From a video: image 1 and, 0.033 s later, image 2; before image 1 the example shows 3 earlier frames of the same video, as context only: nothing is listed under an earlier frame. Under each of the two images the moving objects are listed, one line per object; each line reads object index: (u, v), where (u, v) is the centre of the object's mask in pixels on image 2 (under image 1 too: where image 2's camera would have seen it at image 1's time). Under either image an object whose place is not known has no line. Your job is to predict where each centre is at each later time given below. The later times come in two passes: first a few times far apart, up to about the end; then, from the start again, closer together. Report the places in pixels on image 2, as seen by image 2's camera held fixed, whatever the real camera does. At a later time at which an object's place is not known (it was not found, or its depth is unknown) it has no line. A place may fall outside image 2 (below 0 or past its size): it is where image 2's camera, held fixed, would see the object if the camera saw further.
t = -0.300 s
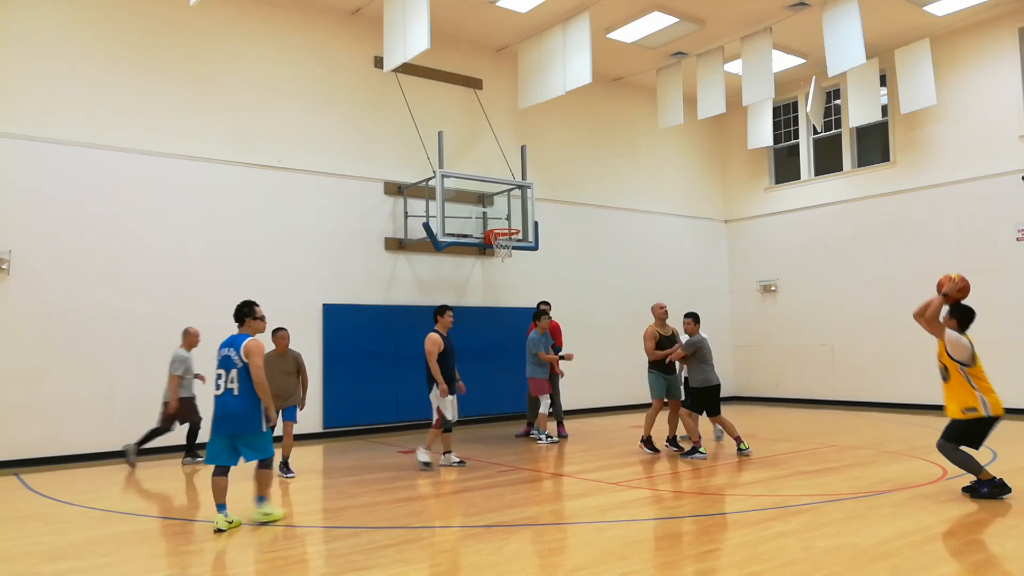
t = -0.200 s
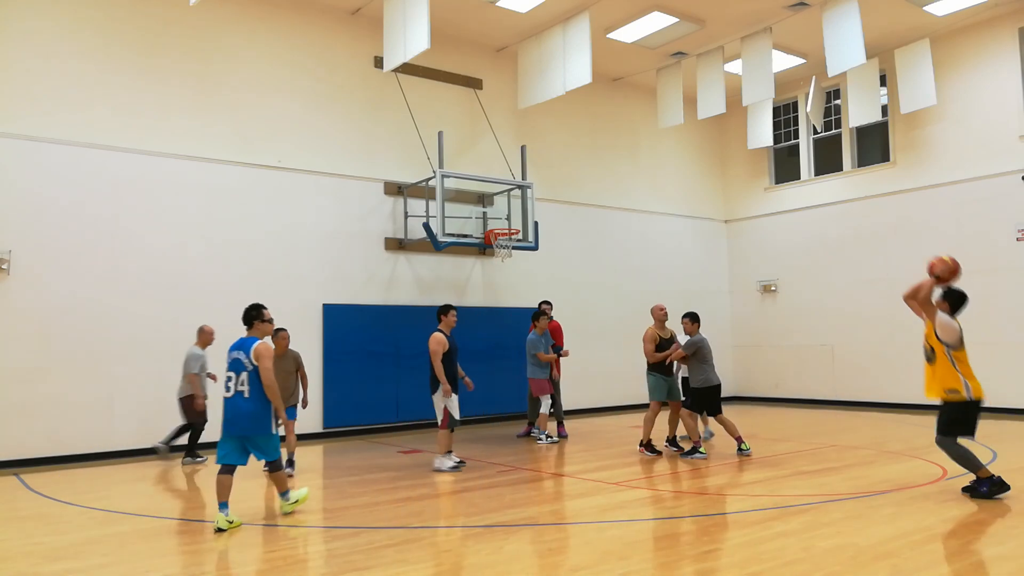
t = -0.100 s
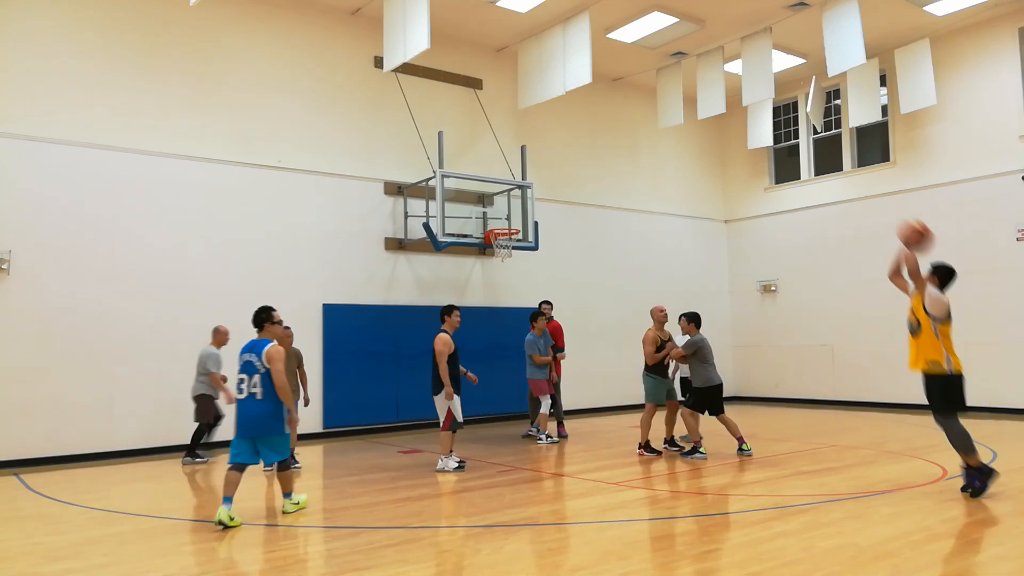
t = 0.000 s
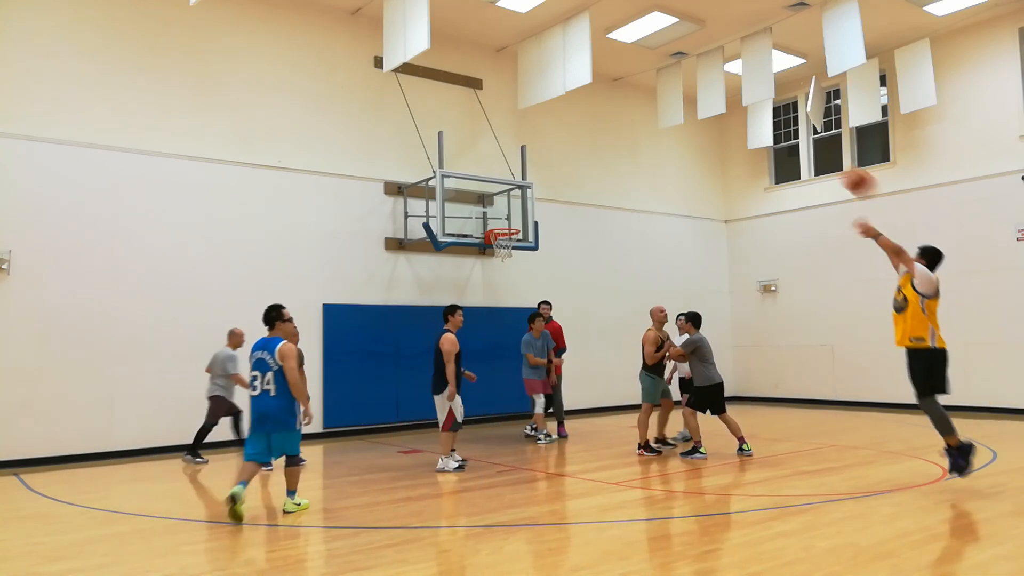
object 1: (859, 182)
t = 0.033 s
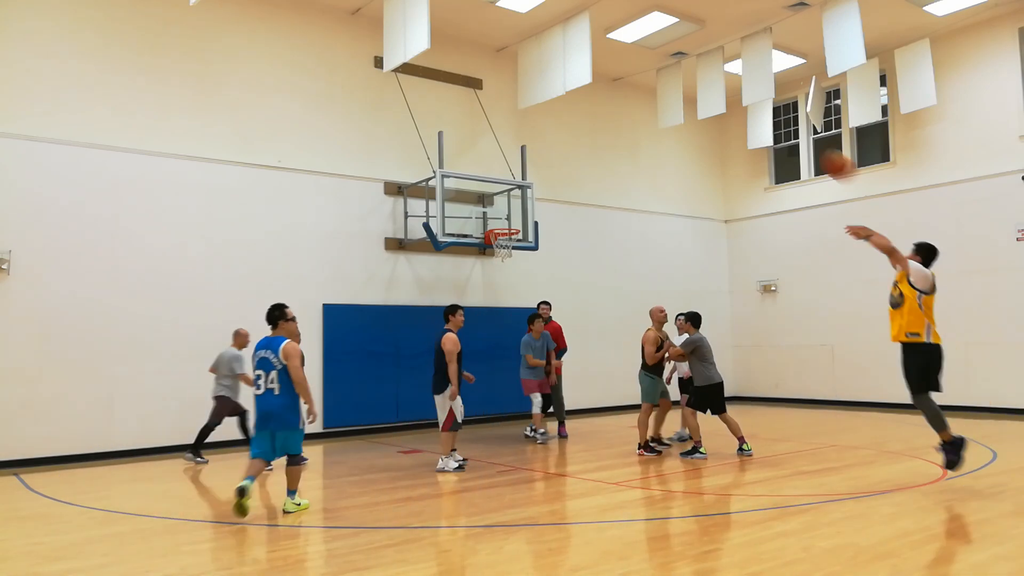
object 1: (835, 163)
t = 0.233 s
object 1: (738, 107)
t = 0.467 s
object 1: (649, 93)
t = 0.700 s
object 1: (582, 120)
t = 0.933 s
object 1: (530, 176)
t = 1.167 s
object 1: (507, 222)
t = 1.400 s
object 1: (505, 212)
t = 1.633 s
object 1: (521, 218)
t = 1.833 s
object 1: (532, 230)
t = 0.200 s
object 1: (751, 113)
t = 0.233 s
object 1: (738, 107)
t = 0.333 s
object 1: (695, 95)
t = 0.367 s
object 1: (684, 93)
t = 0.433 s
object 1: (660, 92)
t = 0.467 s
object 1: (649, 93)
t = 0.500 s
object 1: (639, 95)
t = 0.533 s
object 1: (628, 97)
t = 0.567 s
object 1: (619, 100)
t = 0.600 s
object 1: (609, 104)
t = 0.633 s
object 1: (600, 109)
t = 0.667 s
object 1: (591, 114)
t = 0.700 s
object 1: (582, 120)
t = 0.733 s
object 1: (574, 126)
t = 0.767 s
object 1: (565, 134)
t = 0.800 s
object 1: (558, 141)
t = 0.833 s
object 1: (550, 149)
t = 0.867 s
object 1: (543, 158)
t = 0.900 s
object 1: (536, 167)
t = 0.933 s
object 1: (530, 176)
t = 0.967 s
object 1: (522, 187)
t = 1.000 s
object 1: (515, 197)
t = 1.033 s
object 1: (509, 209)
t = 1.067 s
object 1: (503, 220)
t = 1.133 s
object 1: (507, 225)
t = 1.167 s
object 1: (507, 222)
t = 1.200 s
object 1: (503, 219)
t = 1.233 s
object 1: (500, 215)
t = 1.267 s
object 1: (497, 212)
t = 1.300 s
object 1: (495, 211)
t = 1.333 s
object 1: (498, 210)
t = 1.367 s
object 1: (501, 210)
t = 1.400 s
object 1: (505, 212)
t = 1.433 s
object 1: (507, 214)
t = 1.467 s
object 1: (511, 216)
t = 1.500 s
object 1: (514, 219)
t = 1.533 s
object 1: (516, 221)
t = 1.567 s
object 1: (518, 219)
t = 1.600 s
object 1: (519, 218)
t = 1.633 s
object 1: (521, 218)
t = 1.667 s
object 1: (523, 218)
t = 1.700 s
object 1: (524, 219)
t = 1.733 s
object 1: (526, 221)
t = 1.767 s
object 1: (528, 223)
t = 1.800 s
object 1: (530, 226)
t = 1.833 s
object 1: (532, 230)
